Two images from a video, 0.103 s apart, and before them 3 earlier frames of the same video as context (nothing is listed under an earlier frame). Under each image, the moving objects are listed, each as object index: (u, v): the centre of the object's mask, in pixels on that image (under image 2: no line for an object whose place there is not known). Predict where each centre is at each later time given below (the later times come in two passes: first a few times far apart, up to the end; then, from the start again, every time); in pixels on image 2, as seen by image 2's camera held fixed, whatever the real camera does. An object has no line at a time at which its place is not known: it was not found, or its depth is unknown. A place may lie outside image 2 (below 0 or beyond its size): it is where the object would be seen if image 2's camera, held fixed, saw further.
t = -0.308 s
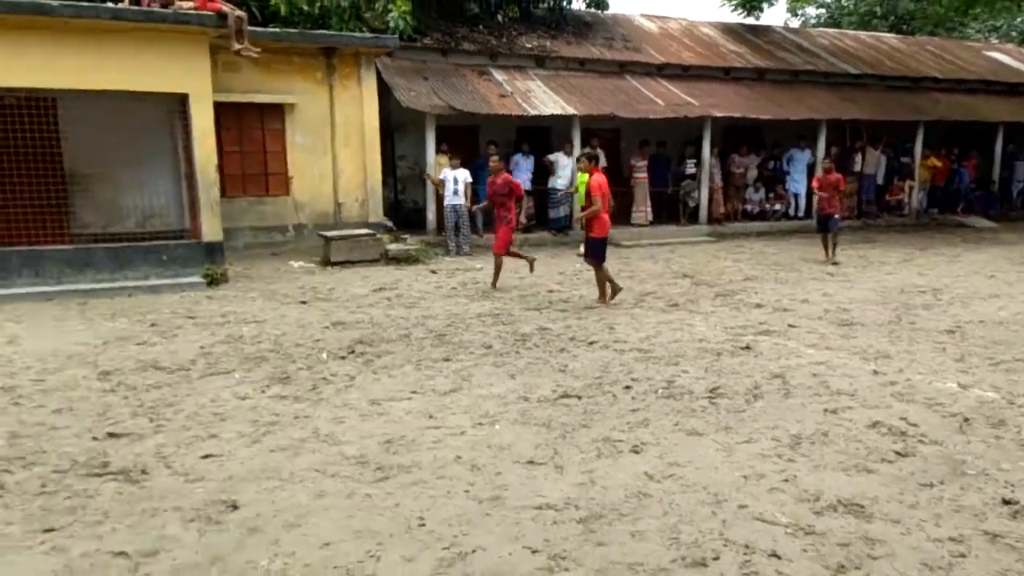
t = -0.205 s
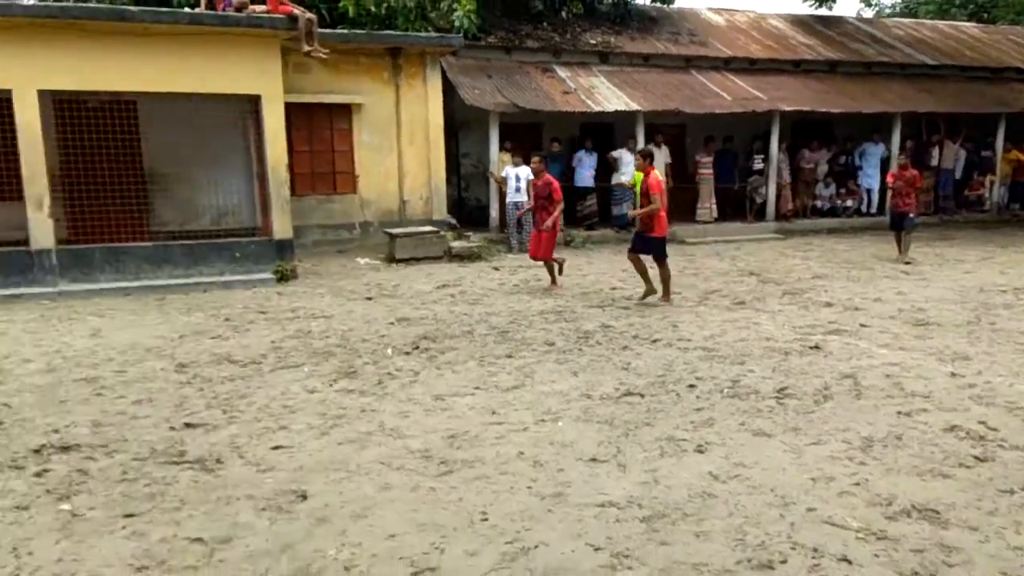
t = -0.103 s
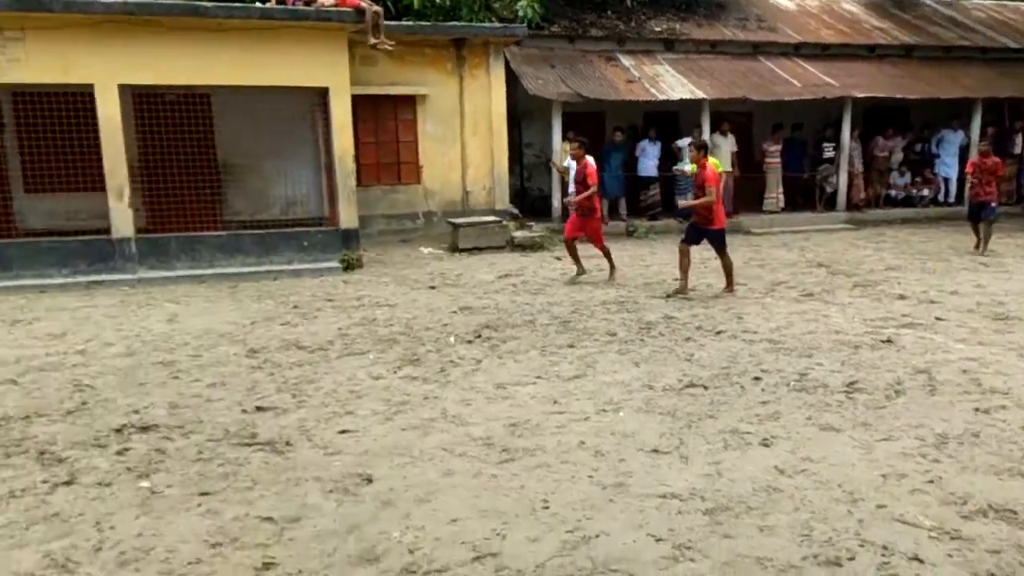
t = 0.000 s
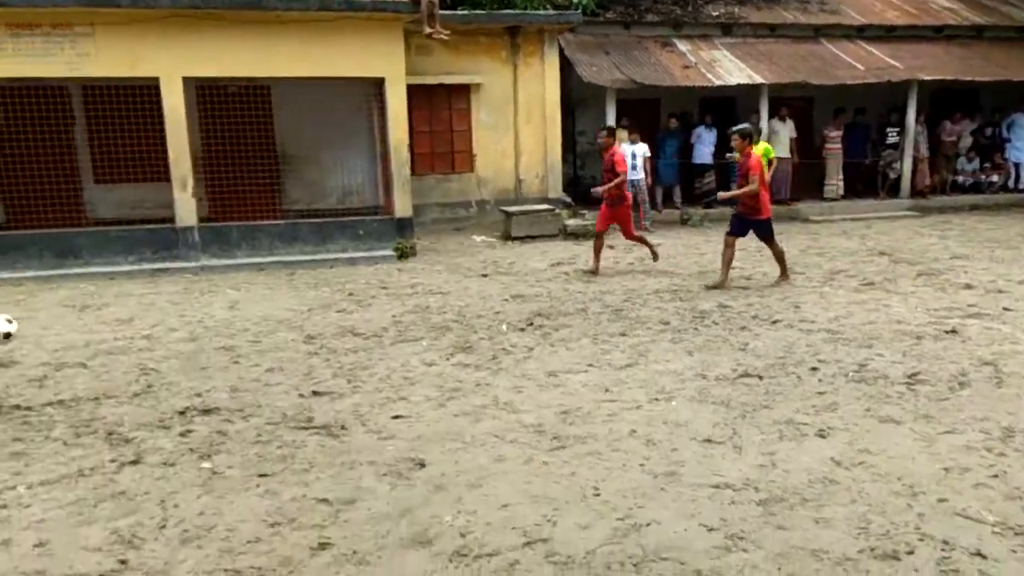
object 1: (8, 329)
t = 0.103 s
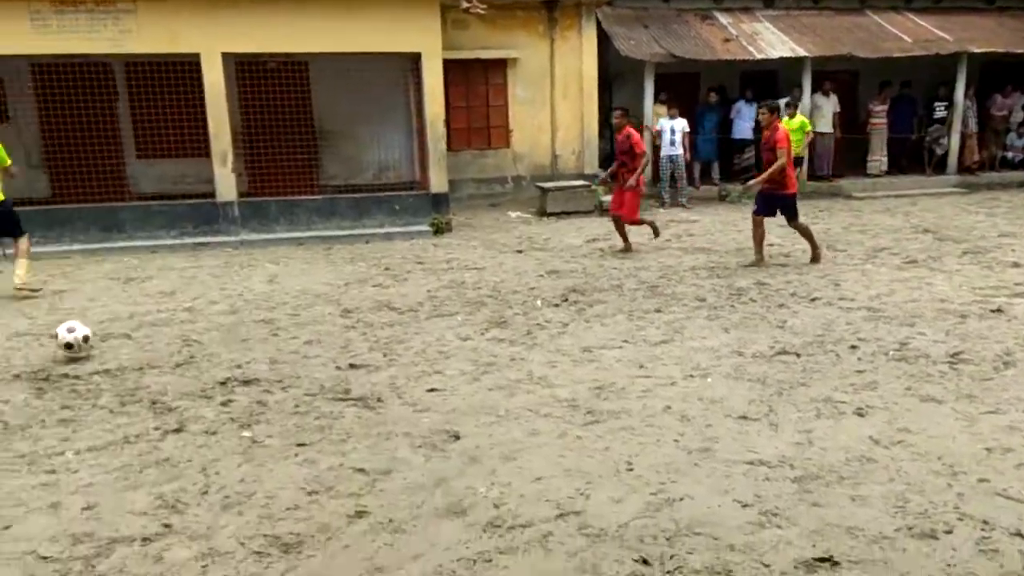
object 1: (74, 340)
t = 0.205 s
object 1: (95, 356)
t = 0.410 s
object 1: (148, 412)
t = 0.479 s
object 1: (167, 425)
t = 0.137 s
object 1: (82, 353)
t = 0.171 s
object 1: (88, 357)
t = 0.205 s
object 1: (95, 356)
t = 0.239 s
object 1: (102, 359)
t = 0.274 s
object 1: (110, 365)
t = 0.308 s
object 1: (119, 372)
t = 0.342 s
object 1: (127, 382)
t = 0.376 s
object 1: (137, 395)
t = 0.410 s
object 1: (148, 412)
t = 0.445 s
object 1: (158, 421)
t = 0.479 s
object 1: (167, 425)
